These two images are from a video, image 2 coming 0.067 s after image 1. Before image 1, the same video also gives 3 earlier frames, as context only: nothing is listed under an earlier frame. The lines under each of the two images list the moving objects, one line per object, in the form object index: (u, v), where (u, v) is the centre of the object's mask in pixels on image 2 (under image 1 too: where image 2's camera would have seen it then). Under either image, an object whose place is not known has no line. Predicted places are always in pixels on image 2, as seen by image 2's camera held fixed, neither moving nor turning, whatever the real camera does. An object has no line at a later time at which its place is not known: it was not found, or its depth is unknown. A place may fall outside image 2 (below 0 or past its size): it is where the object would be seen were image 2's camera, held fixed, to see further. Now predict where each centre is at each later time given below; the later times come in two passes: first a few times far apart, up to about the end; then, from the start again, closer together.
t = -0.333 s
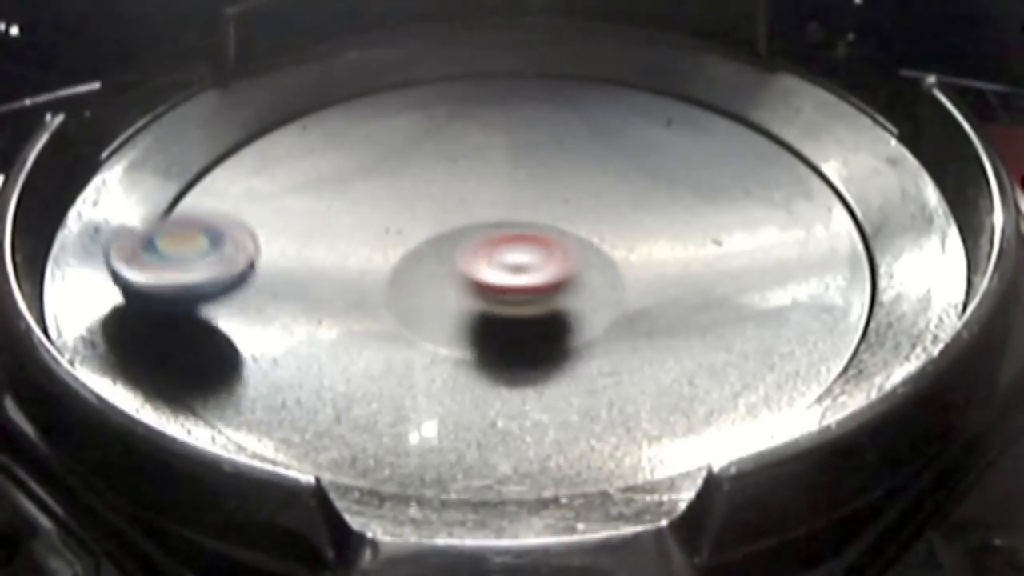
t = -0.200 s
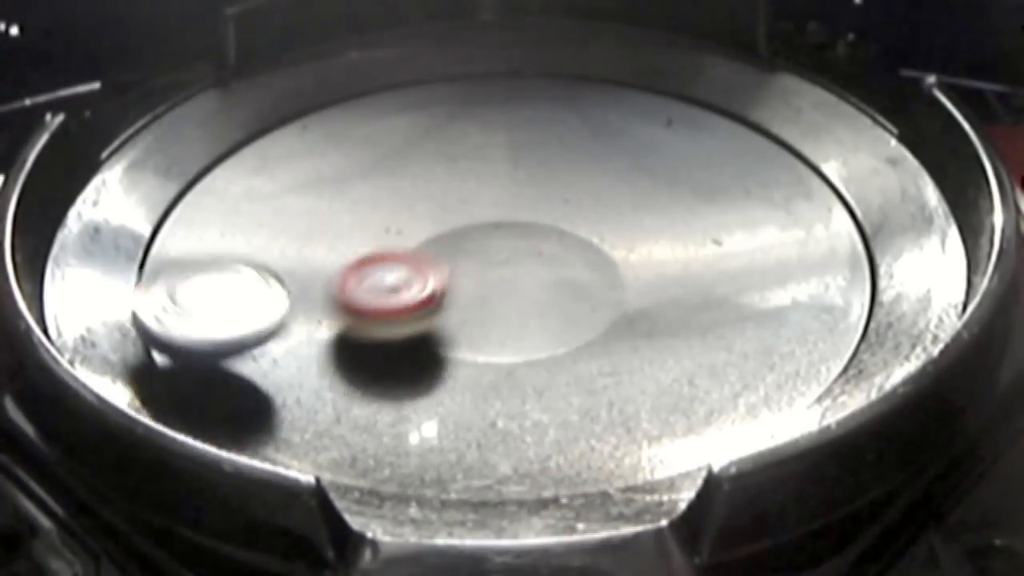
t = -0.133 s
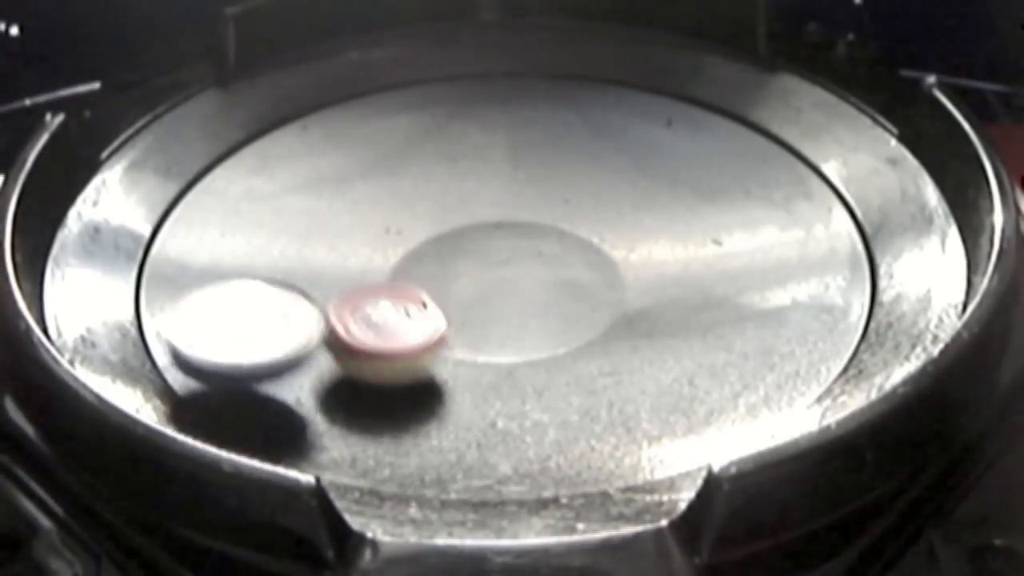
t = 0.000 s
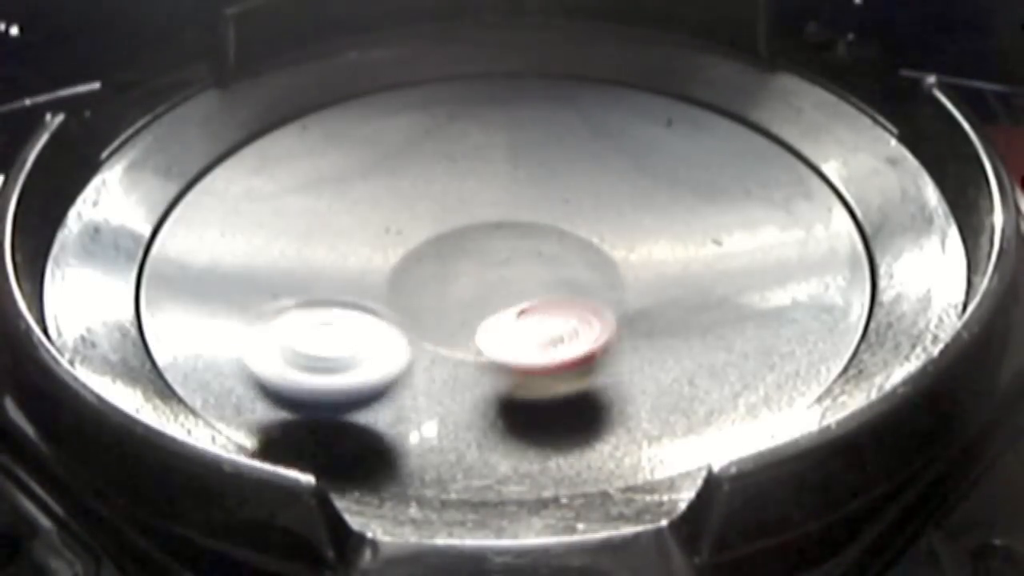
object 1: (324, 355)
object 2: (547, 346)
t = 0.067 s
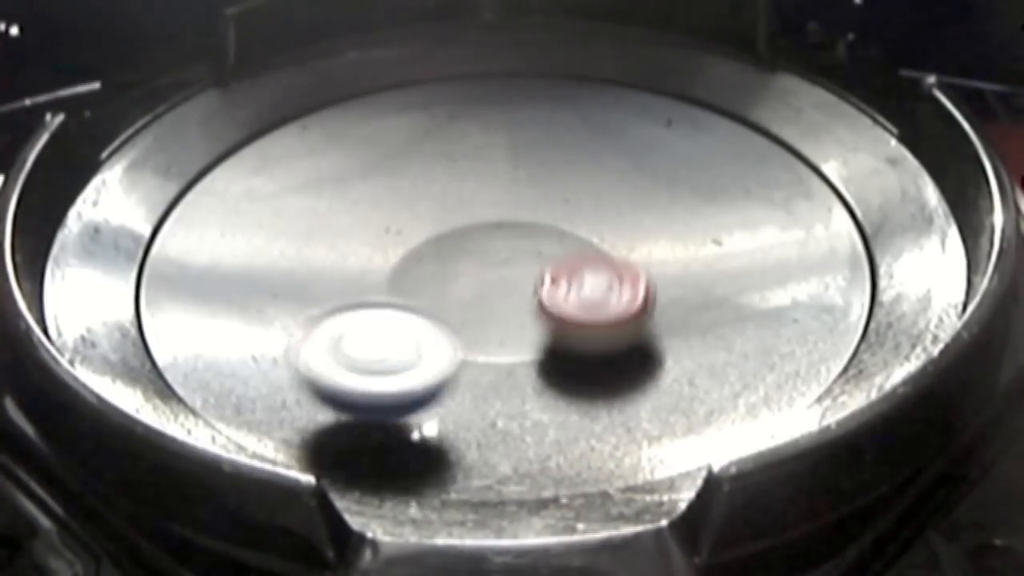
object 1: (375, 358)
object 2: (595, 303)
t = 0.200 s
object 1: (469, 337)
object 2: (502, 233)
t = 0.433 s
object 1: (533, 265)
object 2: (295, 304)
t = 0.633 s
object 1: (530, 204)
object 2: (559, 333)
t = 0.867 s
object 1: (463, 91)
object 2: (505, 208)
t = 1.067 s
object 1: (360, 69)
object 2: (328, 252)
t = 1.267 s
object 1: (287, 101)
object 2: (523, 330)
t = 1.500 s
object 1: (310, 188)
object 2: (565, 190)
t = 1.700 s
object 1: (366, 267)
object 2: (345, 179)
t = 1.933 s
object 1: (567, 328)
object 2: (447, 296)
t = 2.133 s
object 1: (743, 294)
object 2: (590, 199)
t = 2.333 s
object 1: (836, 234)
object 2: (402, 137)
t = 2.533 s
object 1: (825, 188)
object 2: (365, 281)
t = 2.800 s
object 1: (777, 134)
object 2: (619, 242)
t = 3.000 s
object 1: (780, 52)
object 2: (457, 307)
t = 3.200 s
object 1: (613, 161)
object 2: (570, 360)
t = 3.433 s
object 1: (463, 245)
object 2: (599, 248)
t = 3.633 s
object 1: (335, 309)
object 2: (446, 263)
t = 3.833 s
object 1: (292, 379)
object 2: (426, 339)
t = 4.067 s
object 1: (381, 406)
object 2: (604, 286)
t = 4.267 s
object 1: (470, 376)
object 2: (485, 226)
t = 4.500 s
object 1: (461, 320)
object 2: (332, 275)
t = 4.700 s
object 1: (534, 294)
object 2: (395, 329)
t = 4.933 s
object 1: (773, 145)
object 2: (358, 300)
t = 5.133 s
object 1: (683, 69)
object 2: (333, 290)
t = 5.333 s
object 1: (549, 52)
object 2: (349, 267)
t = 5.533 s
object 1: (449, 83)
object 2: (342, 234)
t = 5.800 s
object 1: (485, 150)
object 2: (334, 236)
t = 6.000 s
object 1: (592, 166)
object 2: (403, 250)
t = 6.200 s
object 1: (607, 175)
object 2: (434, 176)
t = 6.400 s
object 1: (617, 187)
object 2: (362, 198)
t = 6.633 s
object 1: (620, 212)
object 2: (488, 221)
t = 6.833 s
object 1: (853, 245)
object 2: (295, 180)
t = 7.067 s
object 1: (528, 264)
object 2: (234, 275)
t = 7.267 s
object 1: (533, 262)
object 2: (344, 314)
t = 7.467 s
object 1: (689, 275)
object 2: (417, 281)
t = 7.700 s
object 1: (749, 265)
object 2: (367, 204)
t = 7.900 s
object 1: (603, 255)
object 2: (322, 228)
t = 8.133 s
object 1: (414, 339)
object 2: (442, 227)
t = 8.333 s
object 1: (486, 403)
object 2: (488, 165)
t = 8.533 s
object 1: (607, 316)
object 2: (428, 159)
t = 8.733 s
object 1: (547, 232)
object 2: (426, 201)
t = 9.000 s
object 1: (633, 275)
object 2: (527, 196)
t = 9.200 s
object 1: (685, 222)
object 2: (566, 170)
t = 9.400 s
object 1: (638, 229)
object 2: (524, 165)
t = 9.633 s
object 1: (656, 296)
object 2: (541, 218)
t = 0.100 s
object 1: (399, 356)
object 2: (589, 278)
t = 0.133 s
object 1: (425, 352)
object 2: (568, 260)
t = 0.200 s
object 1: (469, 337)
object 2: (502, 233)
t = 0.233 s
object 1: (486, 329)
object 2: (466, 225)
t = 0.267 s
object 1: (502, 321)
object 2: (431, 219)
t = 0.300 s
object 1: (517, 310)
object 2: (395, 218)
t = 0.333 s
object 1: (526, 300)
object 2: (355, 230)
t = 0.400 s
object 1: (532, 276)
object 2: (299, 276)
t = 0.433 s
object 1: (533, 265)
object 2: (295, 304)
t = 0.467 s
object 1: (534, 254)
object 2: (311, 331)
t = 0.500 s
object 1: (535, 243)
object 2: (349, 351)
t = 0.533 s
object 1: (534, 233)
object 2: (401, 362)
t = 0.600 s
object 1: (532, 214)
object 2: (515, 352)
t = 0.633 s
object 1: (530, 204)
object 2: (559, 333)
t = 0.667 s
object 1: (528, 196)
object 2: (586, 308)
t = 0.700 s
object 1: (526, 186)
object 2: (593, 281)
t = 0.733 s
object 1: (524, 178)
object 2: (585, 257)
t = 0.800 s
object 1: (491, 120)
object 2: (550, 230)
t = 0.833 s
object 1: (476, 102)
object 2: (529, 218)
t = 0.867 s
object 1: (463, 91)
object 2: (505, 208)
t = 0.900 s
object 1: (447, 83)
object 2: (479, 200)
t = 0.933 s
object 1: (429, 78)
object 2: (452, 195)
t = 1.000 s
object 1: (395, 69)
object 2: (381, 207)
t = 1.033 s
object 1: (375, 69)
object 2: (350, 227)
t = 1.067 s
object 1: (360, 69)
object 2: (328, 252)
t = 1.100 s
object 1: (345, 70)
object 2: (325, 279)
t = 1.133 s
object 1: (331, 74)
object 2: (341, 305)
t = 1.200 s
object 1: (305, 84)
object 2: (421, 337)
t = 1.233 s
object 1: (294, 92)
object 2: (470, 339)
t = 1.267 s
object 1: (287, 101)
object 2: (523, 330)
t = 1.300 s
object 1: (281, 111)
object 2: (568, 314)
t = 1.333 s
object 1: (277, 121)
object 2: (598, 294)
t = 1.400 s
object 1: (280, 150)
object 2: (612, 253)
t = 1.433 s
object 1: (287, 163)
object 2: (606, 232)
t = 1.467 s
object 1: (297, 175)
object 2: (592, 212)
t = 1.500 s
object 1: (310, 188)
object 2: (565, 190)
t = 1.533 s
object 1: (323, 195)
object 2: (527, 173)
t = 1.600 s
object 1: (357, 211)
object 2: (442, 160)
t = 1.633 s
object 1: (363, 225)
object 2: (405, 155)
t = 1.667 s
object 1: (362, 248)
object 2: (375, 164)
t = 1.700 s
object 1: (366, 267)
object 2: (345, 179)
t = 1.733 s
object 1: (379, 284)
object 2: (320, 203)
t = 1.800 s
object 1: (421, 303)
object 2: (311, 255)
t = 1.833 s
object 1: (445, 307)
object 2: (331, 279)
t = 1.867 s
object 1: (482, 318)
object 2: (367, 292)
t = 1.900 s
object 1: (526, 326)
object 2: (409, 298)
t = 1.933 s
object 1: (567, 328)
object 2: (447, 296)
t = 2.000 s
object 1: (636, 323)
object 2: (519, 272)
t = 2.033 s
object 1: (663, 317)
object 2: (547, 259)
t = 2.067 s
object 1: (691, 312)
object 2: (570, 240)
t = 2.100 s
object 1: (719, 303)
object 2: (584, 220)
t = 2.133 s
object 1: (743, 294)
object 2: (590, 199)
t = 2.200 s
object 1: (785, 275)
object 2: (554, 156)
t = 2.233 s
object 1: (802, 266)
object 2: (521, 140)
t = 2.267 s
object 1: (817, 255)
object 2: (483, 133)
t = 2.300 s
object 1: (828, 245)
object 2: (442, 132)
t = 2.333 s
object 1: (836, 234)
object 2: (402, 137)
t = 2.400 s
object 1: (842, 216)
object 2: (336, 176)
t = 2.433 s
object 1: (841, 207)
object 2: (321, 202)
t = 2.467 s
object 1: (838, 200)
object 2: (319, 230)
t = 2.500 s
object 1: (832, 193)
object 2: (335, 258)
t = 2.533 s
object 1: (825, 188)
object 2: (365, 281)
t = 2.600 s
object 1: (808, 179)
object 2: (449, 301)
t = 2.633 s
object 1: (797, 174)
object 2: (495, 300)
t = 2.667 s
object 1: (786, 170)
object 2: (545, 293)
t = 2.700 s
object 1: (774, 167)
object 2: (585, 285)
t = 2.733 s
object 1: (760, 166)
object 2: (623, 270)
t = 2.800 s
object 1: (777, 134)
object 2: (619, 242)
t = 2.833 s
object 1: (806, 89)
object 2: (578, 246)
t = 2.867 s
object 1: (815, 58)
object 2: (545, 253)
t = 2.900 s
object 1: (819, 53)
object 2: (518, 263)
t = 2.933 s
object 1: (812, 44)
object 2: (494, 276)
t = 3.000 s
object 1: (780, 52)
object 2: (457, 307)
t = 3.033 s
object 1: (757, 69)
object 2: (445, 323)
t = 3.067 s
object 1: (730, 90)
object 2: (444, 339)
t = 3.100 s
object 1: (703, 106)
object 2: (462, 351)
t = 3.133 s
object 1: (671, 127)
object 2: (492, 359)
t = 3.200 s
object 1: (613, 161)
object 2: (570, 360)
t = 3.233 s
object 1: (588, 177)
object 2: (606, 350)
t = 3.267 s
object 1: (565, 194)
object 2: (634, 333)
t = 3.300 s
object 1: (547, 207)
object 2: (648, 315)
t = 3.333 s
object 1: (534, 222)
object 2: (649, 295)
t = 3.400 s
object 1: (488, 237)
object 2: (624, 259)
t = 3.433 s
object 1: (463, 245)
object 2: (599, 248)
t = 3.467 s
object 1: (442, 253)
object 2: (572, 244)
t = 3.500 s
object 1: (425, 263)
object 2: (543, 245)
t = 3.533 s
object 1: (404, 275)
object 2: (514, 247)
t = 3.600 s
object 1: (352, 298)
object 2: (468, 256)
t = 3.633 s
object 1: (335, 309)
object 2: (446, 263)
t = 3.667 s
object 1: (326, 318)
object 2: (427, 270)
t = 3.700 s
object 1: (320, 329)
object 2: (410, 278)
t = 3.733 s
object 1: (315, 340)
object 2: (401, 290)
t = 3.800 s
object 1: (293, 371)
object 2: (410, 324)
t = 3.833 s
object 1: (292, 379)
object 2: (426, 339)
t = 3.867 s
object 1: (294, 388)
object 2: (457, 346)
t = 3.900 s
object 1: (302, 393)
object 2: (492, 348)
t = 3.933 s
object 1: (313, 398)
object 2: (530, 344)
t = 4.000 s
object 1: (345, 405)
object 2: (588, 322)
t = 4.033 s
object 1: (363, 406)
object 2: (602, 305)
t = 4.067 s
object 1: (381, 406)
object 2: (604, 286)
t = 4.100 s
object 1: (401, 405)
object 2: (596, 271)
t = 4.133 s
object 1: (419, 402)
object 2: (580, 258)
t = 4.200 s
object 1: (452, 391)
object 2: (535, 239)
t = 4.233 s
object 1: (463, 385)
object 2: (509, 231)
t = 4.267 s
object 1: (470, 376)
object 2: (485, 226)
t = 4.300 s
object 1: (475, 369)
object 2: (459, 223)
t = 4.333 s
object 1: (477, 361)
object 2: (433, 221)
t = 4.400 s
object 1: (473, 345)
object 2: (382, 227)
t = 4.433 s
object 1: (472, 338)
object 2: (359, 240)
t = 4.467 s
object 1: (468, 329)
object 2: (342, 256)
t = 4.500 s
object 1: (461, 320)
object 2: (332, 275)
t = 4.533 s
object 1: (459, 313)
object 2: (331, 293)
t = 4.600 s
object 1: (505, 313)
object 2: (335, 311)
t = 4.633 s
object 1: (522, 310)
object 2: (349, 320)
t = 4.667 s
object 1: (531, 303)
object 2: (370, 326)
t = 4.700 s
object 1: (534, 294)
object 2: (395, 329)
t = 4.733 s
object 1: (566, 274)
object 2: (398, 325)
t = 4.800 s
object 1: (678, 231)
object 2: (388, 317)
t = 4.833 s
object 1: (716, 206)
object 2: (383, 313)
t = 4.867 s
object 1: (747, 186)
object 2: (375, 308)
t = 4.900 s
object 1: (764, 168)
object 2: (367, 304)
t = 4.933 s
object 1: (773, 145)
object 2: (358, 300)
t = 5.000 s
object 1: (762, 112)
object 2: (343, 294)
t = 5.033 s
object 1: (746, 98)
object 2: (337, 293)
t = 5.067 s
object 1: (727, 88)
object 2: (333, 293)
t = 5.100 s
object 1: (707, 77)
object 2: (332, 292)
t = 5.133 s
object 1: (683, 69)
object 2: (333, 290)
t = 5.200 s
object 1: (635, 57)
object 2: (337, 285)
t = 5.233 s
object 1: (612, 54)
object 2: (340, 283)
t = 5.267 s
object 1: (591, 52)
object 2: (344, 278)
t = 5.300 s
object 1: (569, 52)
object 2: (347, 273)
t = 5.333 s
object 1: (549, 52)
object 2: (349, 267)
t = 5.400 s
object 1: (510, 56)
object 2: (351, 254)
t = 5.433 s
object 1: (492, 60)
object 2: (350, 248)
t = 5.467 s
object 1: (475, 67)
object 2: (348, 243)
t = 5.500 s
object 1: (461, 73)
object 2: (345, 238)
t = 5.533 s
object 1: (449, 83)
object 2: (342, 234)
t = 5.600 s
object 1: (431, 105)
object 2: (337, 228)
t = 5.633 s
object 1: (426, 116)
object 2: (336, 226)
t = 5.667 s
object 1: (423, 128)
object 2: (338, 226)
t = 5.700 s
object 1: (424, 141)
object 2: (341, 227)
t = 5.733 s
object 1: (425, 154)
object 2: (344, 227)
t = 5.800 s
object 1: (485, 150)
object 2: (334, 236)
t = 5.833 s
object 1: (517, 152)
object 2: (336, 242)
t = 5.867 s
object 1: (543, 154)
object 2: (341, 248)
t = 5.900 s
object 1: (563, 157)
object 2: (353, 253)
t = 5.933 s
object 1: (577, 160)
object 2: (368, 256)
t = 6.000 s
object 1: (592, 166)
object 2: (403, 250)
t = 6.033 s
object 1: (595, 168)
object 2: (419, 238)
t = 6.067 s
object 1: (598, 169)
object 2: (432, 224)
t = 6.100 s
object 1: (600, 170)
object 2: (442, 210)
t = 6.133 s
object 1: (603, 172)
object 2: (448, 196)
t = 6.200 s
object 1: (607, 175)
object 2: (434, 176)
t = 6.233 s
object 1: (609, 176)
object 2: (419, 171)
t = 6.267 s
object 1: (611, 178)
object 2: (403, 170)
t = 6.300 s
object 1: (613, 180)
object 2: (387, 171)
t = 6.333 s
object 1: (615, 183)
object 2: (374, 177)
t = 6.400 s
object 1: (617, 187)
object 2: (362, 198)
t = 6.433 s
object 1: (618, 191)
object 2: (365, 210)
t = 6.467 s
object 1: (620, 194)
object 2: (377, 222)
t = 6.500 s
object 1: (620, 197)
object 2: (396, 232)
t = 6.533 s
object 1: (621, 201)
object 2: (417, 235)
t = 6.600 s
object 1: (620, 209)
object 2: (470, 226)
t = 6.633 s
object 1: (620, 212)
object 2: (488, 221)
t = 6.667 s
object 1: (699, 216)
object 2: (448, 198)
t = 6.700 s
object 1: (794, 230)
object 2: (412, 185)
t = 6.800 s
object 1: (893, 216)
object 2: (323, 176)
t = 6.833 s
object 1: (853, 245)
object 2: (295, 180)
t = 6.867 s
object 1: (815, 249)
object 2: (269, 187)
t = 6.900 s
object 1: (763, 256)
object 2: (246, 197)
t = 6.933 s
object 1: (710, 263)
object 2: (230, 210)
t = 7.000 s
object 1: (613, 266)
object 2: (215, 241)
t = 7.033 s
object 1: (571, 264)
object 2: (221, 259)
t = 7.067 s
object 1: (528, 264)
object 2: (234, 275)
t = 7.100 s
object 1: (488, 265)
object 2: (257, 289)
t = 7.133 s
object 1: (451, 268)
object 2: (286, 300)
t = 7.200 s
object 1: (458, 268)
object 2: (323, 312)
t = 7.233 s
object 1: (490, 263)
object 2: (336, 313)
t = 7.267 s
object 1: (533, 262)
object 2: (344, 314)
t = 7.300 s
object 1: (572, 259)
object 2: (359, 314)
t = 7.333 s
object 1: (606, 258)
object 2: (374, 313)
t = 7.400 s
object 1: (658, 262)
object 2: (404, 304)
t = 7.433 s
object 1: (675, 269)
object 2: (414, 294)
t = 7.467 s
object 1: (689, 275)
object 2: (417, 281)
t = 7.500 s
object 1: (705, 280)
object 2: (416, 266)
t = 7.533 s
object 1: (721, 282)
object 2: (413, 252)
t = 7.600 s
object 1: (747, 281)
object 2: (404, 224)
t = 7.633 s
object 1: (756, 277)
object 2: (395, 215)
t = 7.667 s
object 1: (755, 272)
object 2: (381, 208)
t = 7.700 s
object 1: (749, 265)
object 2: (367, 204)
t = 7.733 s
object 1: (741, 259)
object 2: (352, 204)
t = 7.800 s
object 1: (698, 251)
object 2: (328, 208)
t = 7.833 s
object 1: (667, 250)
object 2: (322, 213)
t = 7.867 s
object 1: (638, 251)
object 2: (319, 220)
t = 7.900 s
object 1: (603, 255)
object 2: (322, 228)
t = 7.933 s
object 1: (571, 261)
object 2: (331, 234)
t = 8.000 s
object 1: (507, 285)
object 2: (362, 246)
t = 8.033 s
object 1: (478, 298)
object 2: (380, 246)
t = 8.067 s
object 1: (450, 312)
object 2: (402, 240)
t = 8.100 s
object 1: (430, 324)
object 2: (423, 233)
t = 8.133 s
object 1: (414, 339)
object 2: (442, 227)
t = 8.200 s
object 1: (403, 368)
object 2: (475, 205)
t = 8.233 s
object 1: (410, 381)
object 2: (487, 194)
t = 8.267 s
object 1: (426, 394)
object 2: (494, 184)
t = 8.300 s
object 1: (451, 400)
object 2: (493, 174)
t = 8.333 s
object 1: (486, 403)
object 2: (488, 165)
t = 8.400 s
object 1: (556, 392)
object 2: (469, 153)
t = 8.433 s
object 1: (586, 376)
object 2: (457, 150)
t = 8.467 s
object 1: (602, 356)
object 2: (446, 151)
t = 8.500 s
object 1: (609, 338)
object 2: (436, 154)
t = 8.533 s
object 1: (607, 316)
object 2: (428, 159)
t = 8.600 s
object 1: (579, 269)
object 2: (420, 177)
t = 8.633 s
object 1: (558, 249)
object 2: (423, 187)
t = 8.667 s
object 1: (535, 232)
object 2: (428, 198)
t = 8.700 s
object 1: (538, 228)
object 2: (426, 198)
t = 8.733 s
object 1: (547, 232)
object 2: (426, 201)
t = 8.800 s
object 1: (553, 235)
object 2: (440, 208)
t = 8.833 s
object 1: (554, 233)
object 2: (449, 204)
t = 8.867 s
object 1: (565, 239)
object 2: (456, 202)
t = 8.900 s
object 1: (580, 255)
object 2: (470, 201)
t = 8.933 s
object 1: (597, 266)
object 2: (490, 199)
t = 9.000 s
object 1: (633, 275)
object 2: (527, 196)
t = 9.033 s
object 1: (650, 274)
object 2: (546, 194)
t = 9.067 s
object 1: (665, 268)
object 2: (558, 190)
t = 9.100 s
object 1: (679, 257)
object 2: (564, 184)
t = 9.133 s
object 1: (686, 246)
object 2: (567, 178)
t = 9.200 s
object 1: (685, 222)
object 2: (566, 170)
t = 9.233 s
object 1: (674, 210)
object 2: (562, 167)
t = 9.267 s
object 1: (656, 200)
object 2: (555, 165)
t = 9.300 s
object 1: (643, 196)
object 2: (546, 163)
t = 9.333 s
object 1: (641, 207)
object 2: (539, 162)
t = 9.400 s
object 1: (638, 229)
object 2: (524, 165)
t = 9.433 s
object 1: (633, 239)
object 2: (515, 170)
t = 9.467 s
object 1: (631, 250)
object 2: (509, 177)
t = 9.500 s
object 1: (630, 259)
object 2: (504, 186)
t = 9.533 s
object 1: (634, 271)
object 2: (503, 194)
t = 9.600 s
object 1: (646, 289)
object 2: (526, 210)
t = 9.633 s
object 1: (656, 296)
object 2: (541, 218)
